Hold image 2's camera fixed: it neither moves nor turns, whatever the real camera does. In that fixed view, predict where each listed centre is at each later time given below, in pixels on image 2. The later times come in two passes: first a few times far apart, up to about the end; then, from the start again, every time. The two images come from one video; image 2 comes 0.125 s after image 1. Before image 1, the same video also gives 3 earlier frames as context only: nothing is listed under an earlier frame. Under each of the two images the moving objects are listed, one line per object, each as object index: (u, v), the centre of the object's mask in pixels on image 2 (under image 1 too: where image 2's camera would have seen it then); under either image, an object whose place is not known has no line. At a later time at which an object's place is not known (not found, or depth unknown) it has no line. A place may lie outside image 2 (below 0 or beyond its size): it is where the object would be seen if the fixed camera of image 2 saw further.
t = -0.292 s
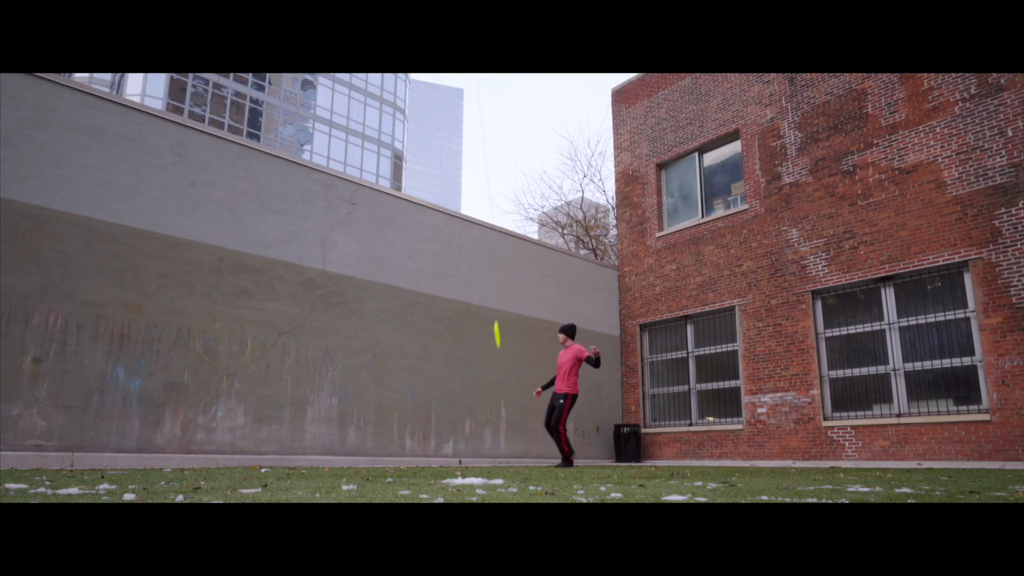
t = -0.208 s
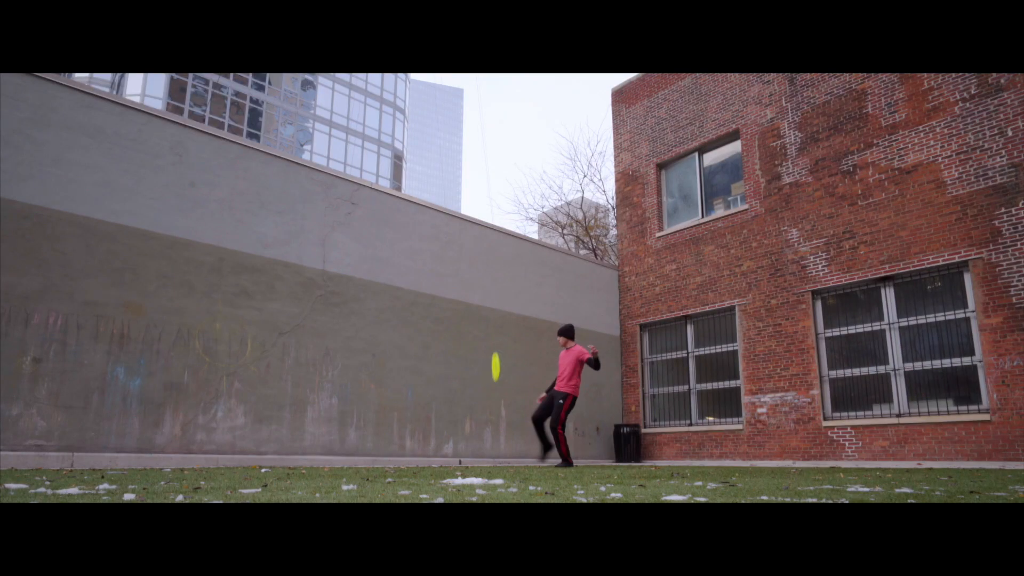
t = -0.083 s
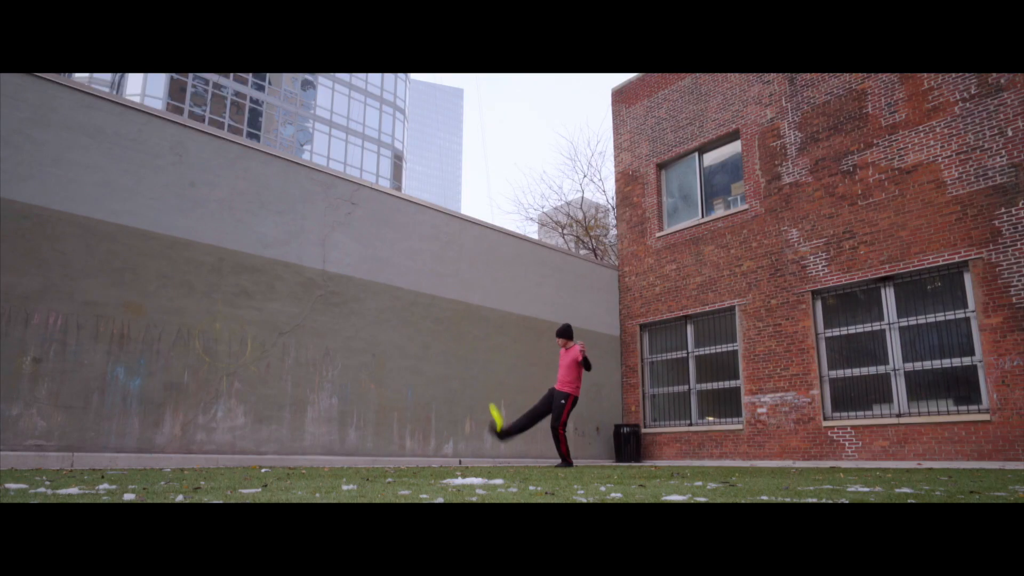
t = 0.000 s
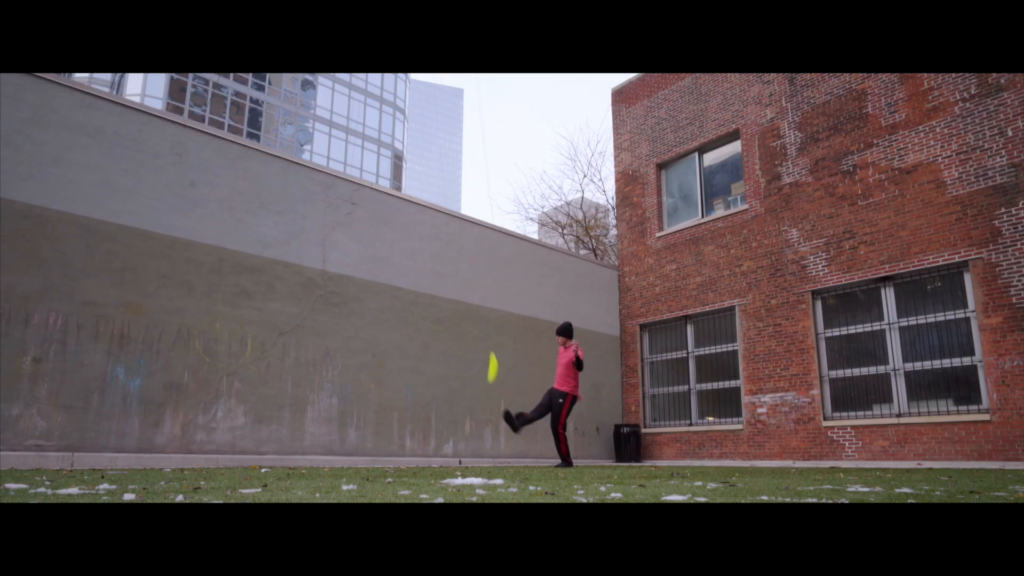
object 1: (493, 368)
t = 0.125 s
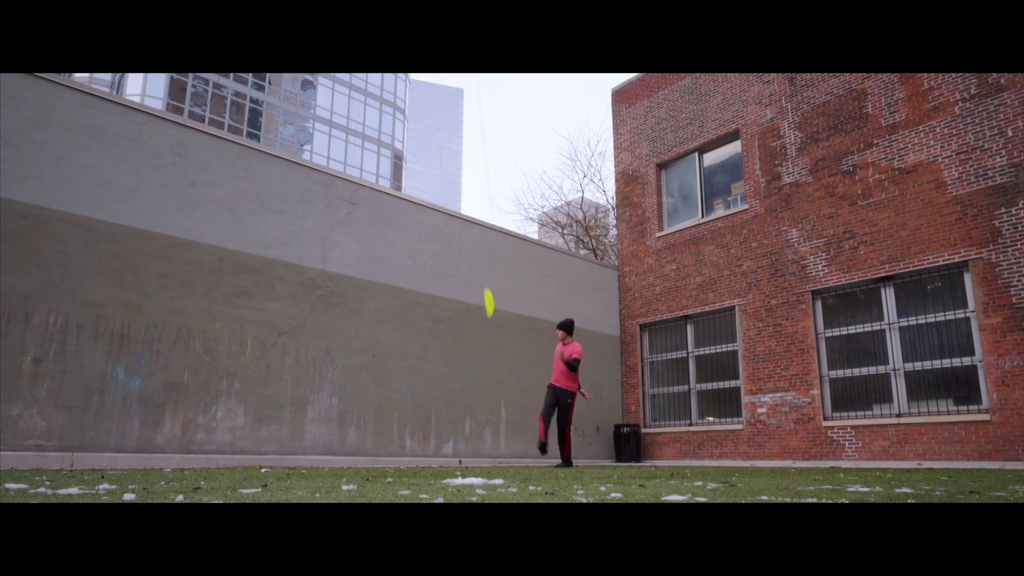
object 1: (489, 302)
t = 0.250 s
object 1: (486, 250)
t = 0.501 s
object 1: (482, 183)
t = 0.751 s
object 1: (480, 164)
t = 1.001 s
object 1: (485, 199)
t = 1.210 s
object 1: (500, 275)
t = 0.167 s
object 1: (488, 283)
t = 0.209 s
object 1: (487, 267)
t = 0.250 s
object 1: (486, 250)
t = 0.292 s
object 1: (485, 236)
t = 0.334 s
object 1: (484, 225)
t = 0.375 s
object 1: (484, 212)
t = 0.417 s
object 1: (483, 200)
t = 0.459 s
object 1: (482, 191)
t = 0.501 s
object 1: (482, 183)
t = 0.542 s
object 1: (481, 176)
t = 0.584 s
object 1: (481, 172)
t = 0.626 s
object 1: (480, 167)
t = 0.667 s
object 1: (480, 165)
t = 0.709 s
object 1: (480, 164)
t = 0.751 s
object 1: (480, 164)
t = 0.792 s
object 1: (480, 166)
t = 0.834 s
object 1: (481, 170)
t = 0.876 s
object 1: (481, 174)
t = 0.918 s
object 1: (482, 181)
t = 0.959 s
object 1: (484, 189)
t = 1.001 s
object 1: (485, 199)
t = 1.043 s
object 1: (487, 212)
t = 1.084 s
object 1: (490, 226)
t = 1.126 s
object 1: (493, 240)
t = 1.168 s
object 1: (496, 257)
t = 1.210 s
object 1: (500, 275)
